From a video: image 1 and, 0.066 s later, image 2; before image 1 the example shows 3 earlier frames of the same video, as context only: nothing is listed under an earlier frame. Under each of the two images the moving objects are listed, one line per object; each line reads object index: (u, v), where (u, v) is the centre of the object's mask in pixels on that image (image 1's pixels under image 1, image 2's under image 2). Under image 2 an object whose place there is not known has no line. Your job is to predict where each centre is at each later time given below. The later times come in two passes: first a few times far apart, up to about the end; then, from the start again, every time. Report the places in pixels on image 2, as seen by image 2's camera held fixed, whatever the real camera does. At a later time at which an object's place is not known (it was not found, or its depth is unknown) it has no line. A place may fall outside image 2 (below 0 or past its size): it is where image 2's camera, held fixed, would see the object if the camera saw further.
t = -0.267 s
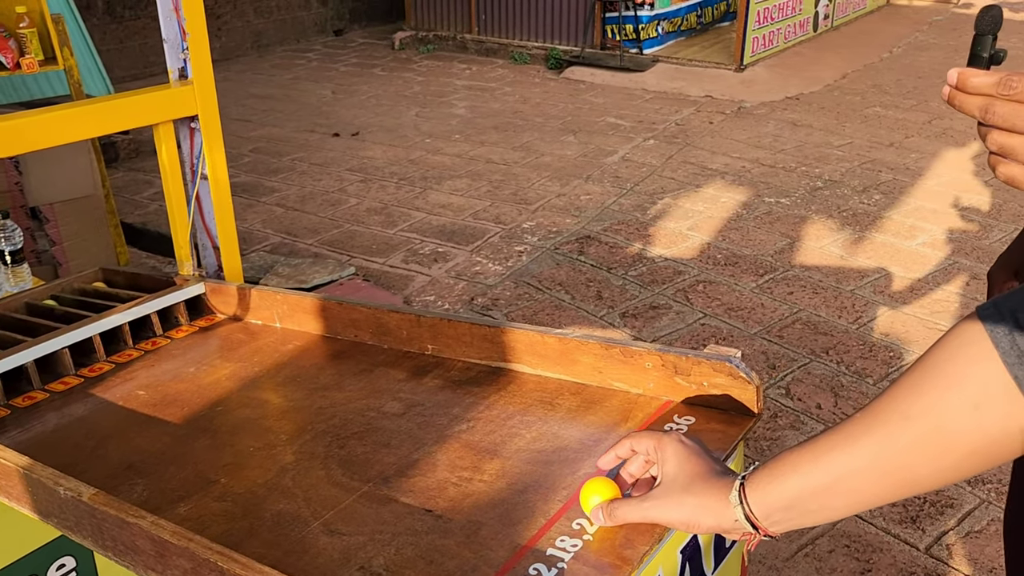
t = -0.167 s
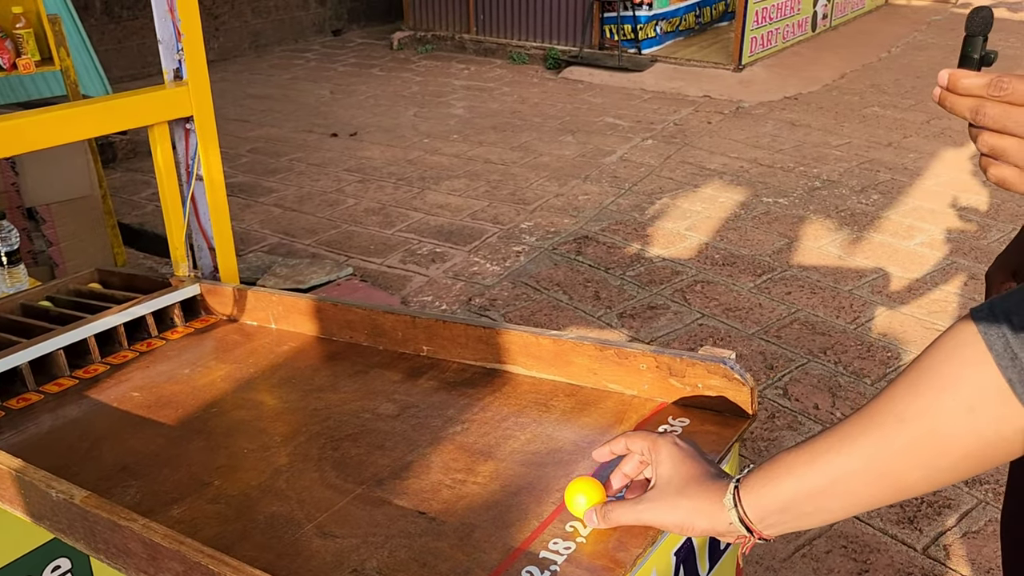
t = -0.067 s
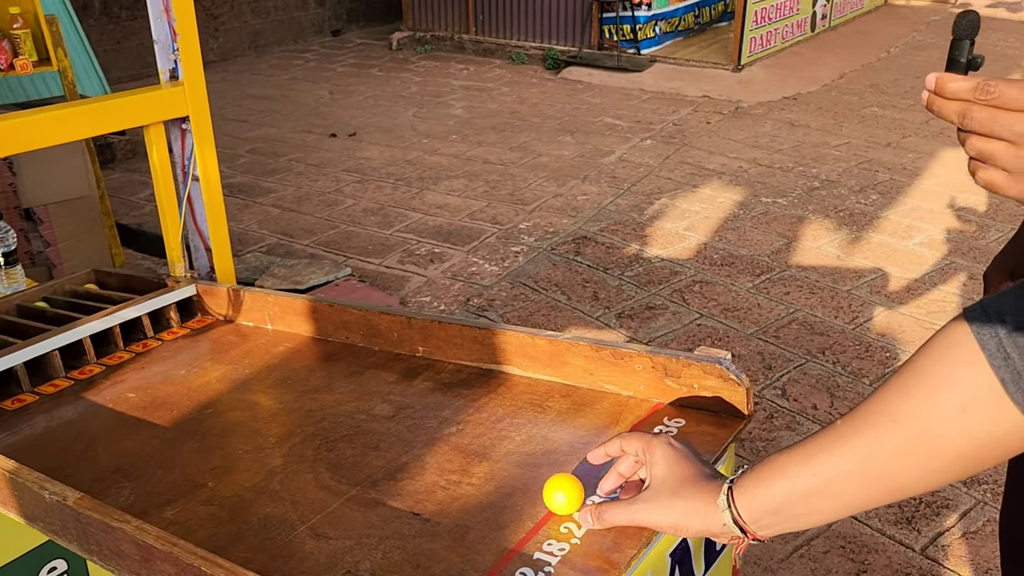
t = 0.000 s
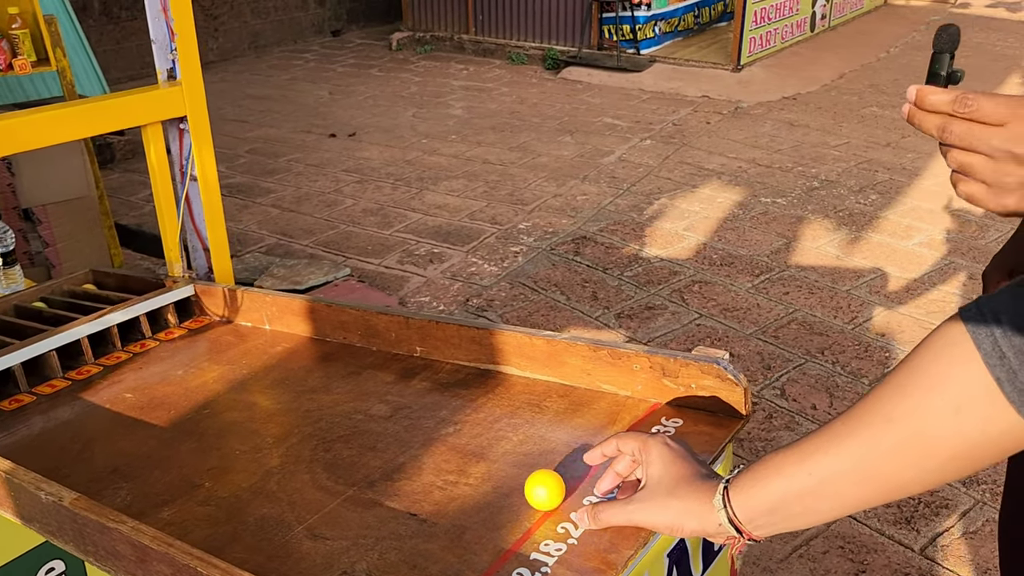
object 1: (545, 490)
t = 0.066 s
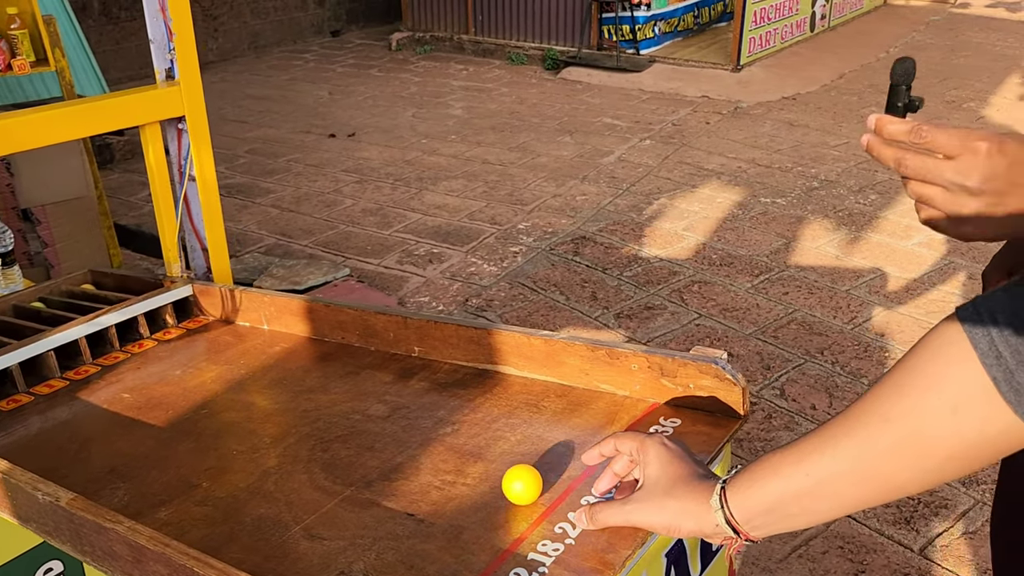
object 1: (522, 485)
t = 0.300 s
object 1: (437, 461)
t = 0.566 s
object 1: (319, 430)
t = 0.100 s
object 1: (511, 481)
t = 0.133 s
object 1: (499, 478)
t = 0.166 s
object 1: (487, 475)
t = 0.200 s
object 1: (475, 472)
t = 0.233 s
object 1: (463, 469)
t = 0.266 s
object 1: (450, 465)
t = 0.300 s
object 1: (437, 461)
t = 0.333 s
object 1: (423, 458)
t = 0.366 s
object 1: (408, 454)
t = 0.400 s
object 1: (393, 450)
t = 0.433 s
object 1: (379, 446)
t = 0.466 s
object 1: (365, 442)
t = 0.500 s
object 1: (350, 438)
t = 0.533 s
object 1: (334, 434)
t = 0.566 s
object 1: (319, 430)
